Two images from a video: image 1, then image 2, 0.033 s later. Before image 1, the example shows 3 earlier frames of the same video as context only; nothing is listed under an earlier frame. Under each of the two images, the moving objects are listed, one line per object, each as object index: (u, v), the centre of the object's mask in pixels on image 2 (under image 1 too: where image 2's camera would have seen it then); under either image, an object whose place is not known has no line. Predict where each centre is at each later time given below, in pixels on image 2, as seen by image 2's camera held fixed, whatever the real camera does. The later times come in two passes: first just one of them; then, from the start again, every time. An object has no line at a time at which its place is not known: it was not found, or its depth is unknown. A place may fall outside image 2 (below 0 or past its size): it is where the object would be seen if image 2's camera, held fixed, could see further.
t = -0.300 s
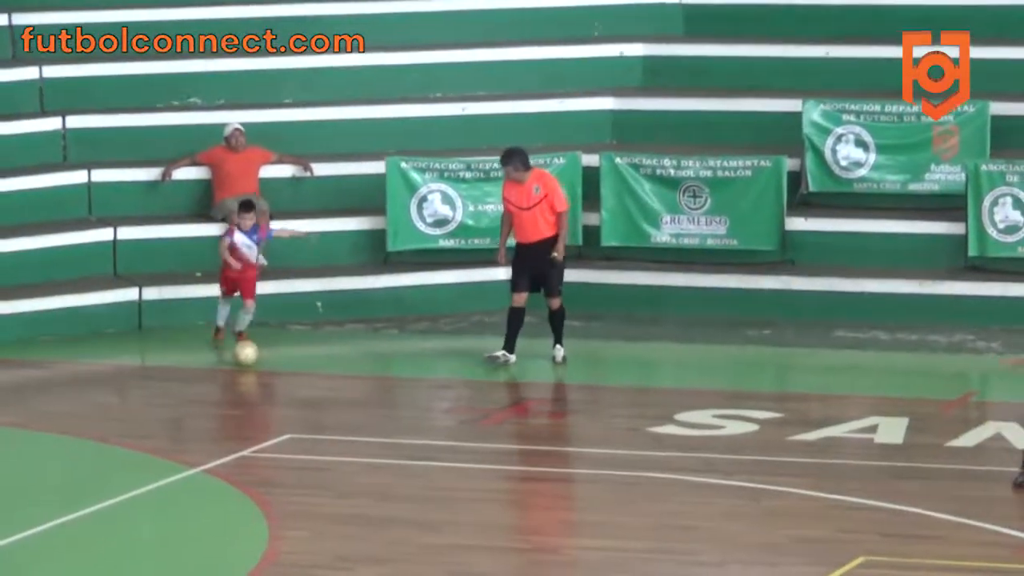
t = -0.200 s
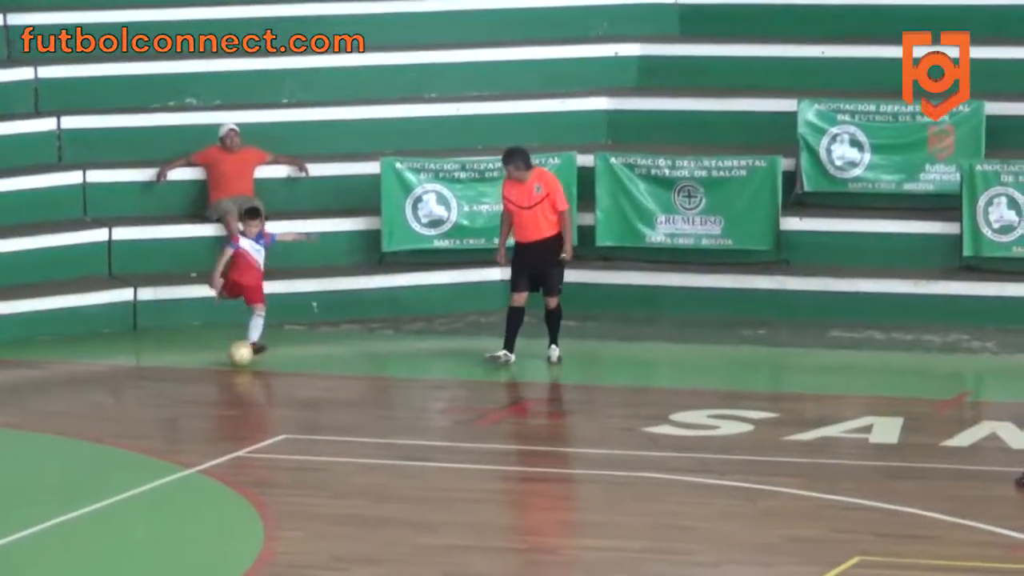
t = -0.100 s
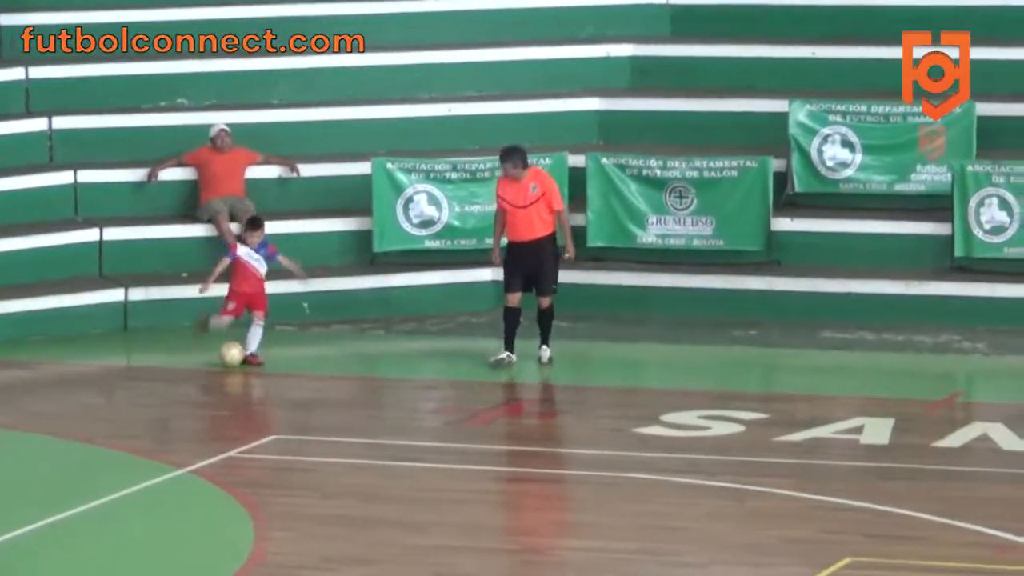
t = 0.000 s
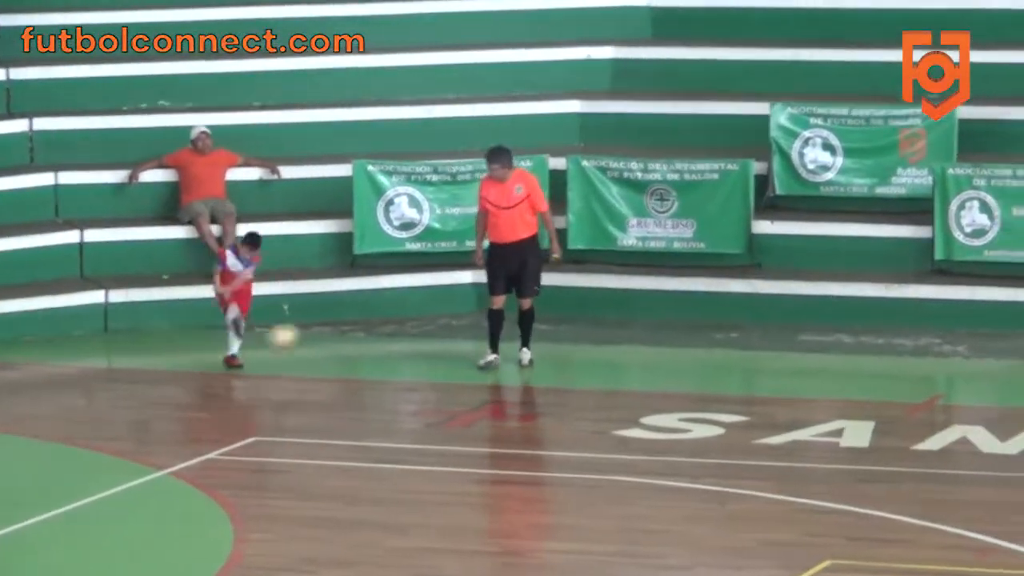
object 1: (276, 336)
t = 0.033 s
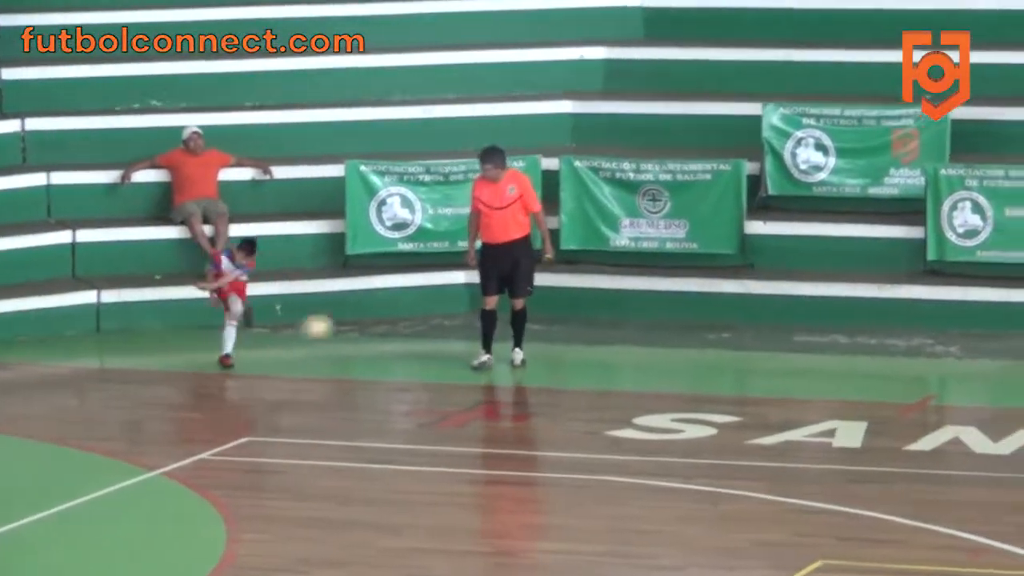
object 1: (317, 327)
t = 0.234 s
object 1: (578, 297)
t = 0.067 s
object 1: (359, 318)
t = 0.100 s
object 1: (402, 311)
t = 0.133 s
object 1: (445, 306)
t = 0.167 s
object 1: (489, 301)
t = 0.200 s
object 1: (532, 298)
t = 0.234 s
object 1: (578, 297)
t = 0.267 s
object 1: (624, 296)
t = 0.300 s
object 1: (670, 298)
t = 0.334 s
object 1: (717, 300)
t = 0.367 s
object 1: (765, 304)
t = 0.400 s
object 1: (815, 308)
